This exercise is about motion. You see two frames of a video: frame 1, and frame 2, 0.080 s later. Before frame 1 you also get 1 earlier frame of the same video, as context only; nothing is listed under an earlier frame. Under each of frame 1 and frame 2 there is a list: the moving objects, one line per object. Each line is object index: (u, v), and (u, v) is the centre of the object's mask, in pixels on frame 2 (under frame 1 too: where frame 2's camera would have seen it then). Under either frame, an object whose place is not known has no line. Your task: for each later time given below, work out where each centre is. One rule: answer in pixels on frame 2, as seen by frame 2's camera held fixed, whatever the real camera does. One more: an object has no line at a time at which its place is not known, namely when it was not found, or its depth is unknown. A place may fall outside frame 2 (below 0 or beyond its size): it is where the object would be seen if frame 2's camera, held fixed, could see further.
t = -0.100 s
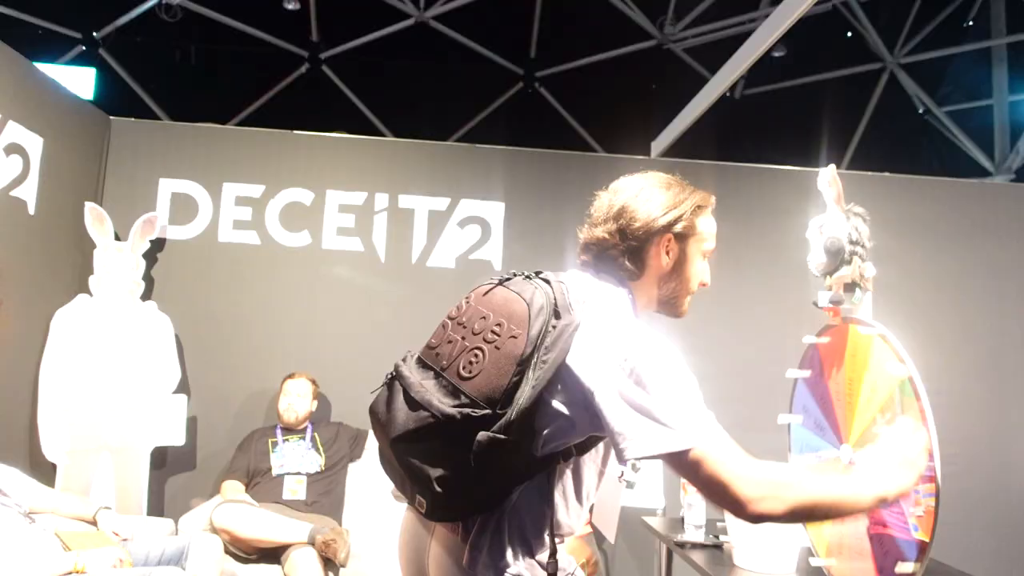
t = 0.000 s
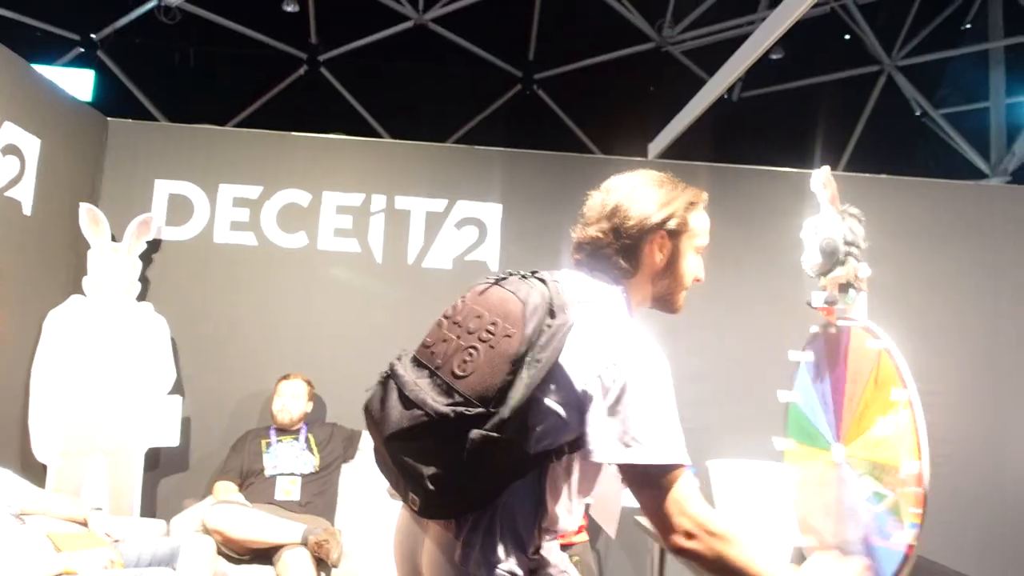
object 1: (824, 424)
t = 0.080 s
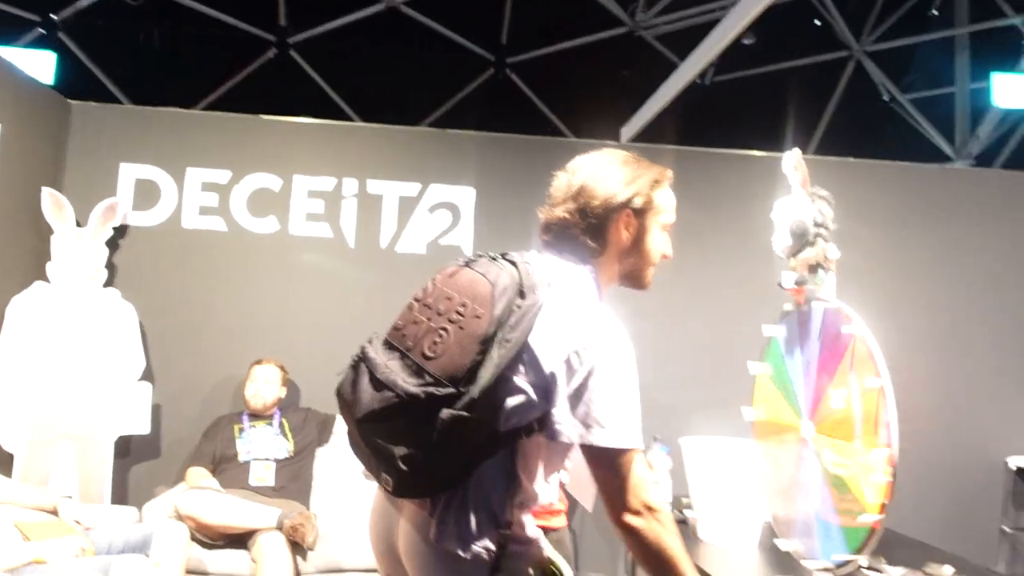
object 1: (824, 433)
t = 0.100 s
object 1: (823, 432)
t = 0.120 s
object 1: (822, 432)
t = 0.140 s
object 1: (820, 431)
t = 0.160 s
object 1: (819, 430)
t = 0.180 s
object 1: (818, 430)
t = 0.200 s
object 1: (817, 431)
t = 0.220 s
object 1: (817, 430)
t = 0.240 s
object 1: (817, 429)
